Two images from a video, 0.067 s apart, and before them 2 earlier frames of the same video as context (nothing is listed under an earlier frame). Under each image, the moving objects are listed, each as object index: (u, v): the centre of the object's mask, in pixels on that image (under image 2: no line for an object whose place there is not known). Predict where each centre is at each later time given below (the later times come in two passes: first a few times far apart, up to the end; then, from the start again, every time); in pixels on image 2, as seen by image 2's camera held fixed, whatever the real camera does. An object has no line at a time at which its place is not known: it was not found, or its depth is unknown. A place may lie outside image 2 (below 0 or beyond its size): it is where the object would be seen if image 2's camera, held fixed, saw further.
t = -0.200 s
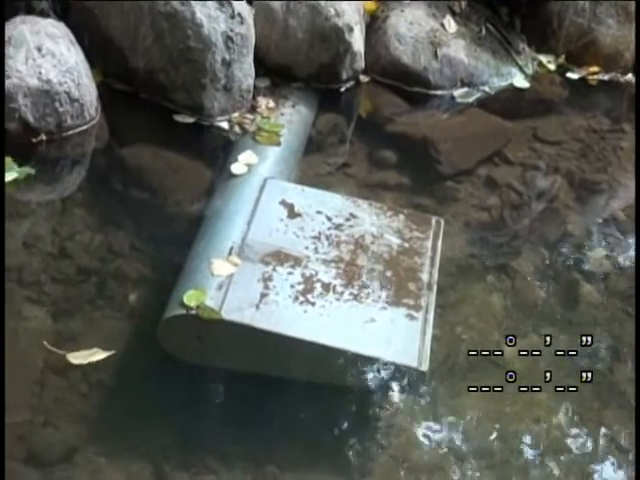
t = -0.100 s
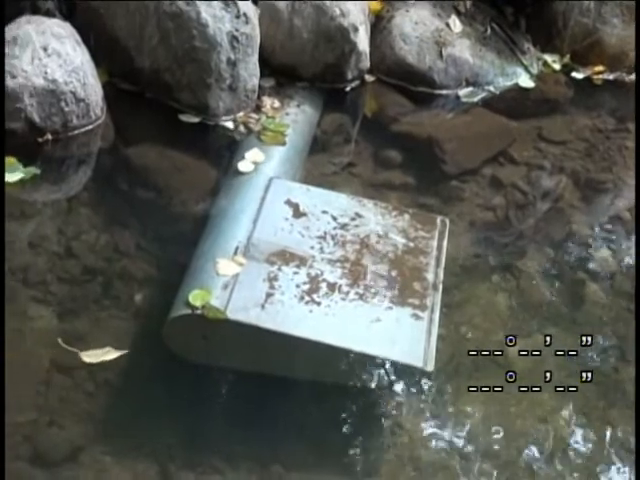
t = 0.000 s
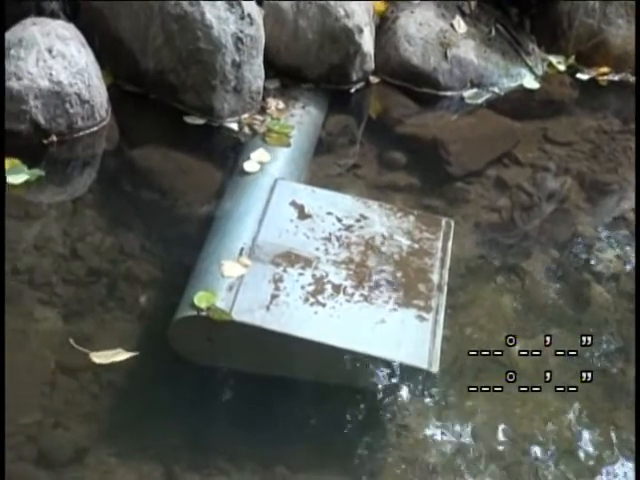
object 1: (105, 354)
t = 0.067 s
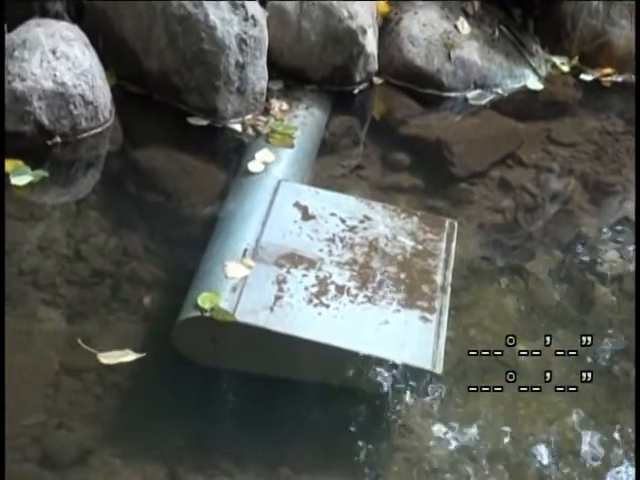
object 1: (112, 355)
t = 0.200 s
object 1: (120, 354)
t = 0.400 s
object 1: (130, 353)
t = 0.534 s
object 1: (137, 352)
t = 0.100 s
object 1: (114, 354)
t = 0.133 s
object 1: (115, 354)
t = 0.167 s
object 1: (117, 354)
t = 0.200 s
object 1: (120, 354)
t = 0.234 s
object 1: (122, 354)
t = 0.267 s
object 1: (123, 353)
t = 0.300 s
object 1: (125, 353)
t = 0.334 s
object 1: (127, 353)
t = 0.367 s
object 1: (128, 353)
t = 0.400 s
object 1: (130, 353)
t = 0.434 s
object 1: (132, 352)
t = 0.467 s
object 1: (133, 352)
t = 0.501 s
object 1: (136, 352)
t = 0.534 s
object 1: (137, 352)
